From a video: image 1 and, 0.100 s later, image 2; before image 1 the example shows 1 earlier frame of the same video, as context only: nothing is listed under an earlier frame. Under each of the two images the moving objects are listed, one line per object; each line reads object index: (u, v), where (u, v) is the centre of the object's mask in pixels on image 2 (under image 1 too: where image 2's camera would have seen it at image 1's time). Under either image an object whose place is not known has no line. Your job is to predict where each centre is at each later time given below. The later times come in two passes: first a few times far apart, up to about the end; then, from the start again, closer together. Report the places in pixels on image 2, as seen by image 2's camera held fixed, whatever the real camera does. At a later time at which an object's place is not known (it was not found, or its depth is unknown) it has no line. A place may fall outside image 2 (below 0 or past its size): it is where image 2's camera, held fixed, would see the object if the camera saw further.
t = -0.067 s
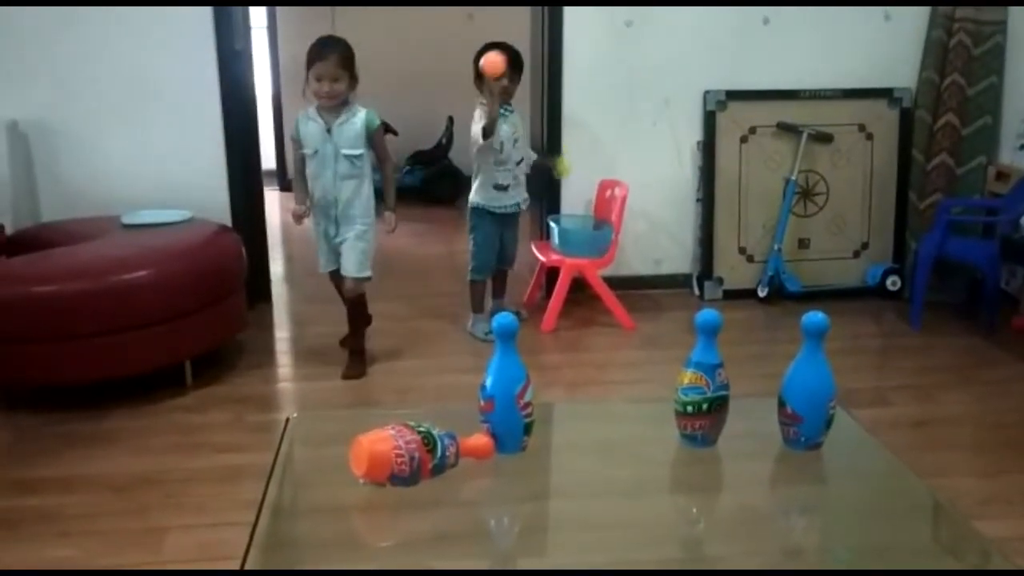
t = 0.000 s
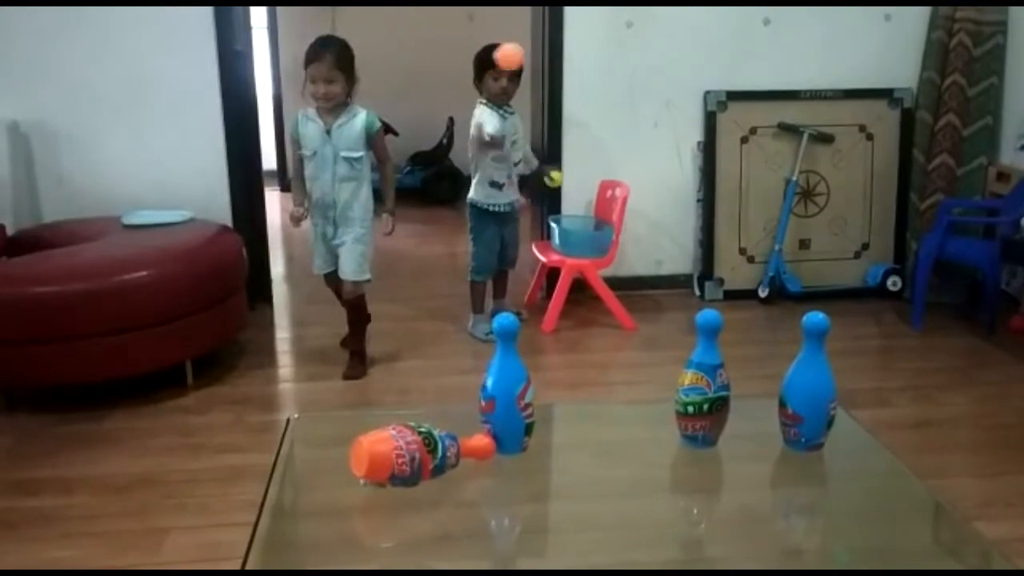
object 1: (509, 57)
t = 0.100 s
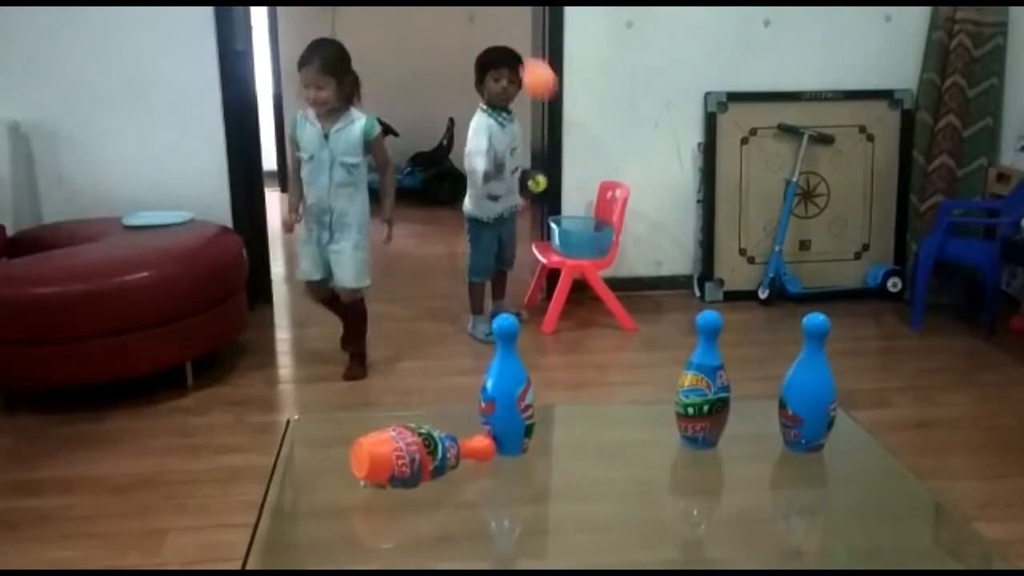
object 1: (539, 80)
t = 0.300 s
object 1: (631, 323)
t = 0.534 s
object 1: (621, 365)
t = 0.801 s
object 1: (515, 528)
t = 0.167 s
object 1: (561, 120)
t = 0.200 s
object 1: (575, 152)
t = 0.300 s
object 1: (631, 323)
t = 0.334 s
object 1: (649, 381)
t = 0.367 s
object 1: (659, 359)
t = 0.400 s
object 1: (668, 342)
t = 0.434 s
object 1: (666, 336)
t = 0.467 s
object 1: (652, 337)
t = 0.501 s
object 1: (637, 347)
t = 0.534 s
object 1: (621, 365)
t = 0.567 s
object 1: (606, 393)
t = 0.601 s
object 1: (588, 428)
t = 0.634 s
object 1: (568, 474)
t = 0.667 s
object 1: (553, 503)
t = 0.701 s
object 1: (545, 499)
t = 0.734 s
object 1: (535, 500)
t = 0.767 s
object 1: (525, 509)
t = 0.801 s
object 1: (515, 528)
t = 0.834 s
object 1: (505, 543)
